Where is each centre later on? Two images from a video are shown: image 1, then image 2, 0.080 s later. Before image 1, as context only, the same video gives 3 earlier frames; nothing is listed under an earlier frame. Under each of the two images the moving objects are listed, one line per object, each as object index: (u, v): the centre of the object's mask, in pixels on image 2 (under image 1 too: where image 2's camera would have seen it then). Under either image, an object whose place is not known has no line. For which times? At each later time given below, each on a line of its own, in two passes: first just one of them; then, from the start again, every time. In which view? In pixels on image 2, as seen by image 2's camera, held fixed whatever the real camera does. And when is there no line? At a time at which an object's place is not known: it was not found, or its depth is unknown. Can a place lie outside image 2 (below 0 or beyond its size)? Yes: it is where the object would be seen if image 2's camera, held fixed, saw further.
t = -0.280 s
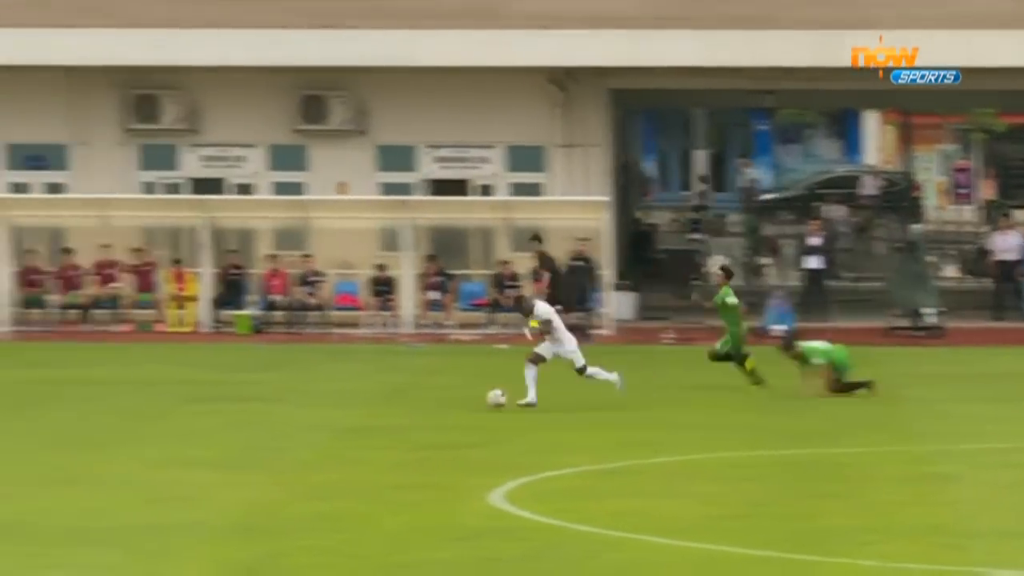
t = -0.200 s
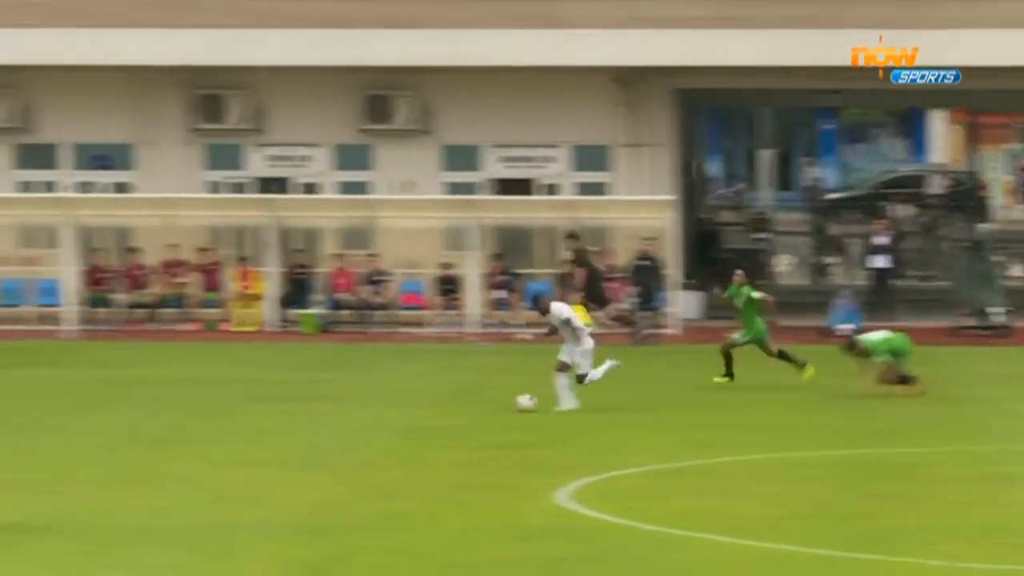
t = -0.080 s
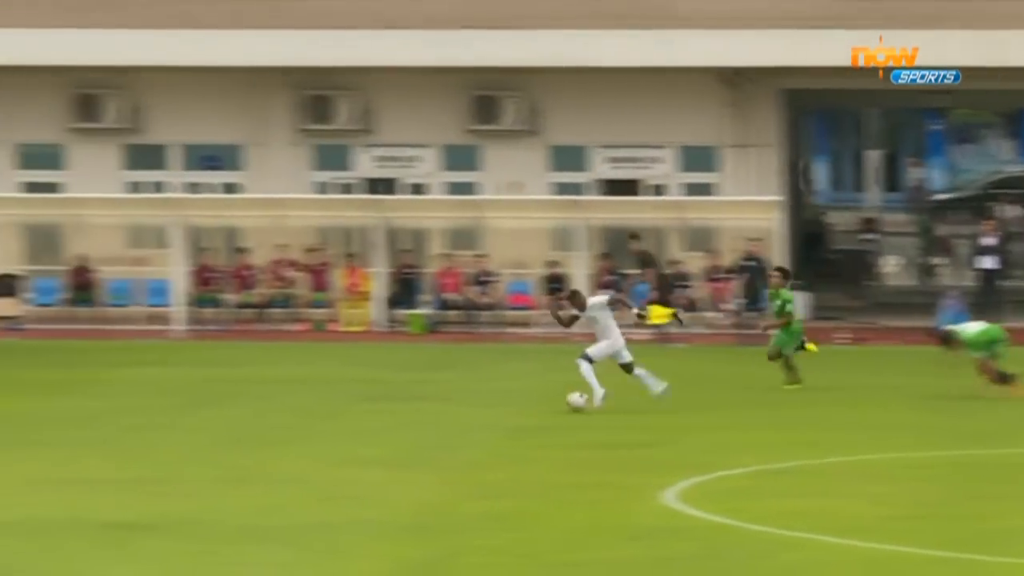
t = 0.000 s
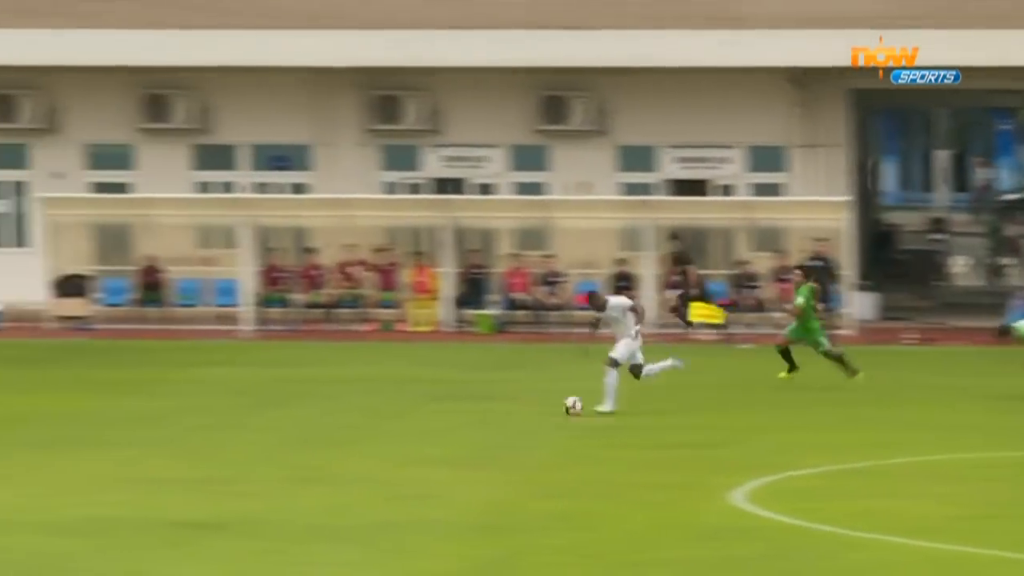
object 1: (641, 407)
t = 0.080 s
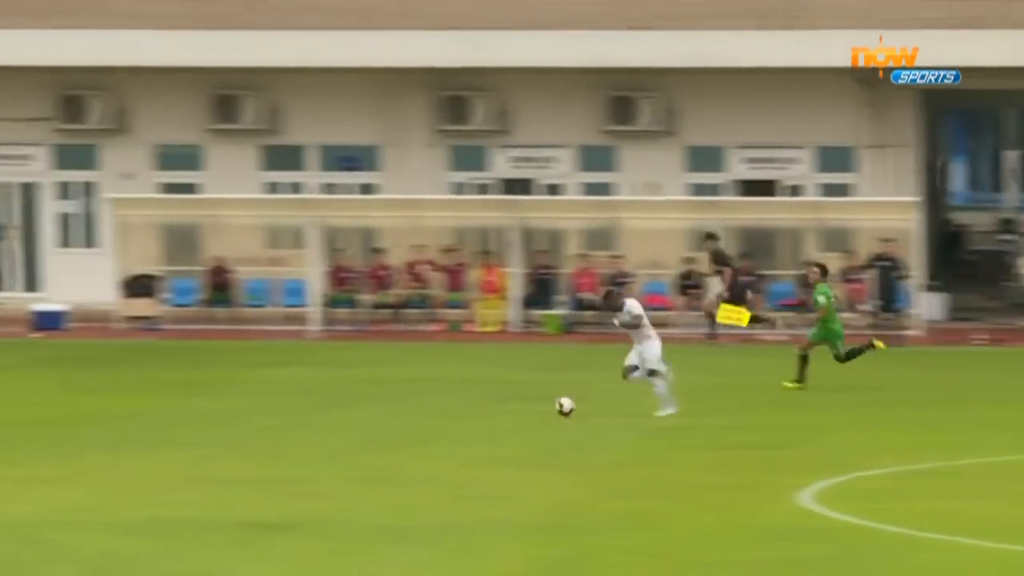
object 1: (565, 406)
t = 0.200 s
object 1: (456, 406)
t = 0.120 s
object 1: (529, 404)
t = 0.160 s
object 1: (492, 405)
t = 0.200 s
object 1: (456, 406)
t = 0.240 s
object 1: (420, 410)
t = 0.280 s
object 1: (386, 413)
